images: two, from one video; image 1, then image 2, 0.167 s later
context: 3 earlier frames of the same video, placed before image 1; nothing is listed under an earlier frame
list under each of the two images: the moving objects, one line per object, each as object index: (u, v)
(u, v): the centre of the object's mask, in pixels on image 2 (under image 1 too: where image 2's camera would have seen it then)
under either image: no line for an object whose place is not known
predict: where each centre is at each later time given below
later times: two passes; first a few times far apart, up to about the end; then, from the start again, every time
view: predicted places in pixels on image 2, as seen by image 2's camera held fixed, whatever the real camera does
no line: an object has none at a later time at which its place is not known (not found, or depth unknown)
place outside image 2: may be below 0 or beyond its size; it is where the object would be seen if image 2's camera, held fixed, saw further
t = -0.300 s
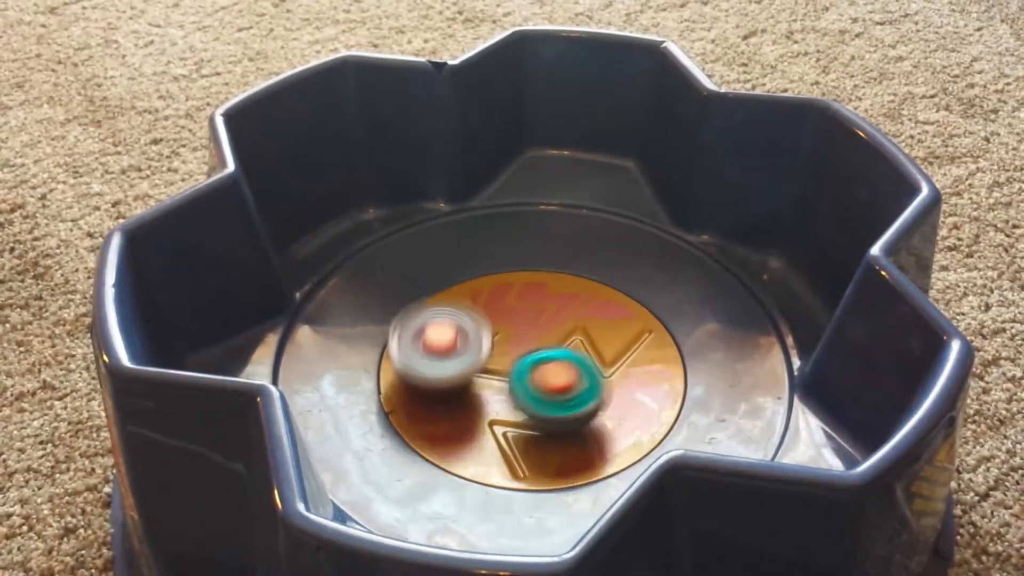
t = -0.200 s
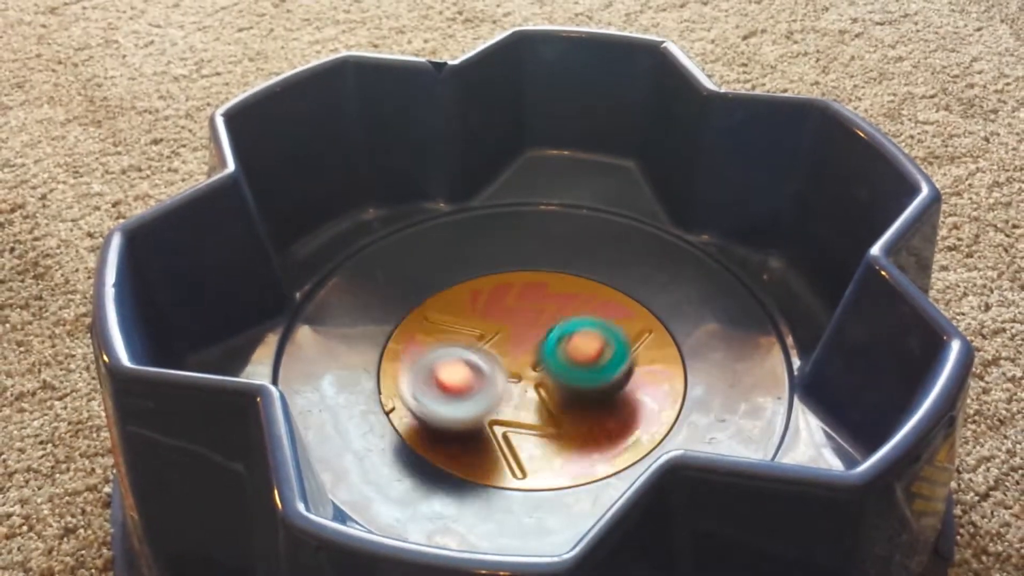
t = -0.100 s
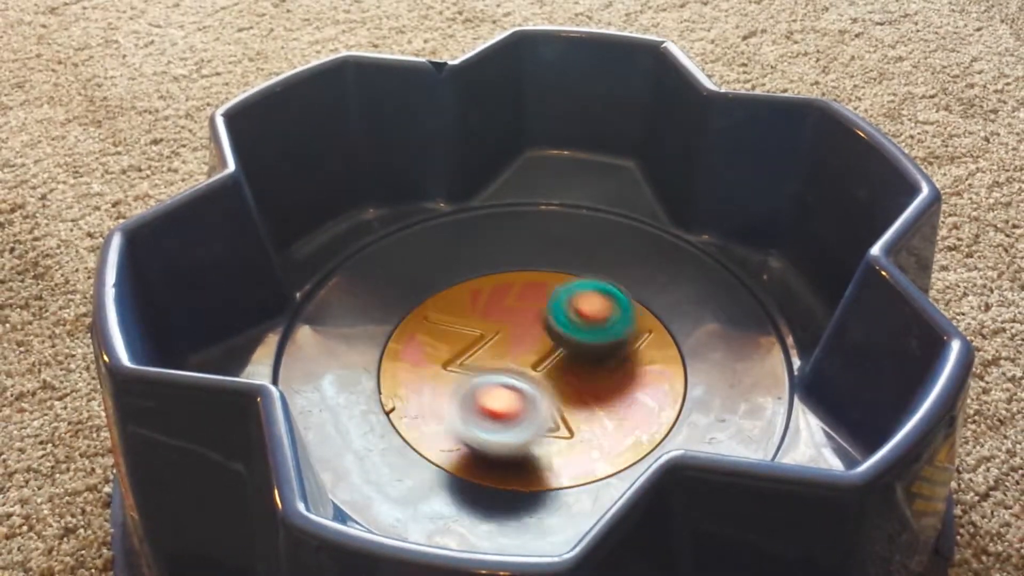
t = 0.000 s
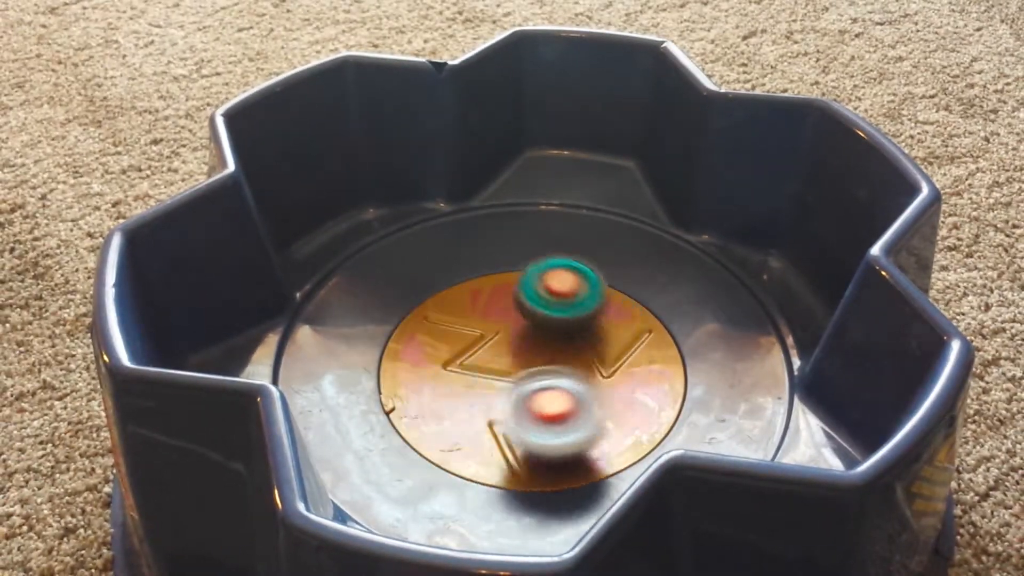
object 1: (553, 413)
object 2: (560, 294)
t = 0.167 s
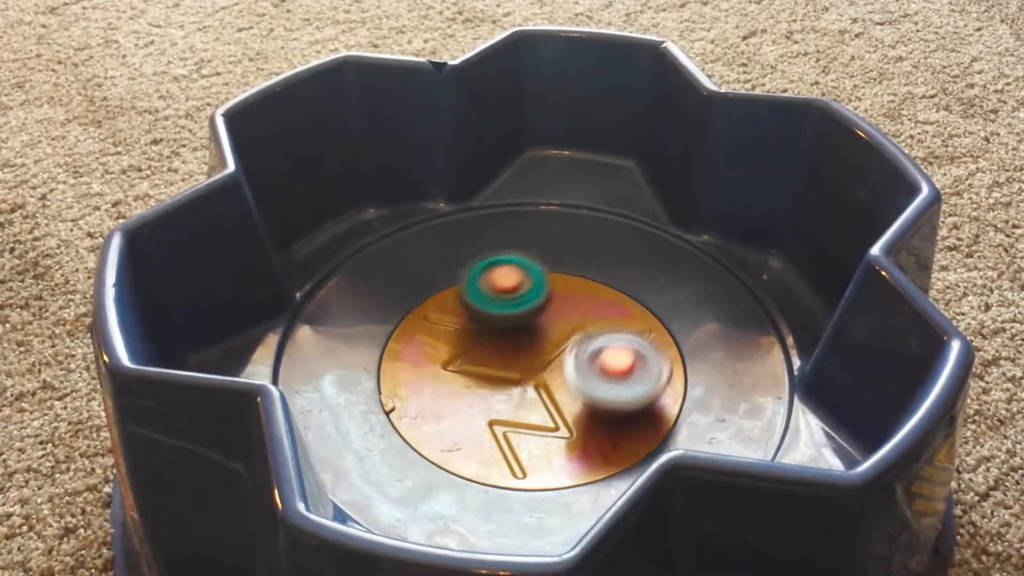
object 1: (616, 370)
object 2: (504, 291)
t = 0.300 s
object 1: (610, 320)
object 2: (486, 320)
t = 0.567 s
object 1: (526, 263)
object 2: (512, 352)
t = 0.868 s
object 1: (410, 320)
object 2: (576, 361)
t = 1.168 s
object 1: (534, 401)
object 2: (606, 345)
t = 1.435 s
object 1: (526, 503)
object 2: (745, 334)
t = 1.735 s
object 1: (650, 437)
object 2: (630, 348)
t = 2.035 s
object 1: (633, 340)
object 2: (545, 405)
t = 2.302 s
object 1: (496, 297)
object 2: (526, 423)
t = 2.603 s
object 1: (379, 342)
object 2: (482, 372)
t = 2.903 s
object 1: (296, 357)
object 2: (524, 355)
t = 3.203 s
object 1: (347, 362)
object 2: (453, 341)
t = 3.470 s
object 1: (439, 349)
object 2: (594, 331)
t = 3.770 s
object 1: (497, 312)
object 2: (592, 272)
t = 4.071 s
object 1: (442, 351)
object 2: (598, 231)
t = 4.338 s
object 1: (546, 361)
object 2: (614, 245)
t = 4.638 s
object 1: (545, 371)
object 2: (645, 224)
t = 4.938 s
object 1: (528, 474)
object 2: (494, 356)
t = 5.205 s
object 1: (608, 460)
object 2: (495, 407)
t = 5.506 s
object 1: (623, 366)
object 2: (510, 394)
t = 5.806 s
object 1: (633, 234)
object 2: (361, 428)
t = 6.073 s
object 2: (326, 410)
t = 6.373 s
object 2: (308, 372)
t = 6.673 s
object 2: (341, 342)
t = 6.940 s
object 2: (408, 332)
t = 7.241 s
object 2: (491, 319)
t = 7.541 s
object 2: (529, 308)
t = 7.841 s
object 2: (542, 268)
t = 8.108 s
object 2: (558, 288)
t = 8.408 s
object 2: (607, 349)
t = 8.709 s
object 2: (653, 359)
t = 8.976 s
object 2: (630, 359)
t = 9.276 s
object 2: (556, 378)
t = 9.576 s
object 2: (562, 400)
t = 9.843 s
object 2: (501, 396)
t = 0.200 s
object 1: (619, 357)
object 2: (497, 296)
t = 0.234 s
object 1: (619, 344)
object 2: (490, 305)
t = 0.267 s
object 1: (615, 333)
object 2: (485, 314)
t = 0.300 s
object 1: (610, 320)
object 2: (486, 320)
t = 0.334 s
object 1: (601, 310)
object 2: (489, 322)
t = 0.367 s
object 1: (592, 299)
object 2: (490, 327)
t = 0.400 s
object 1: (592, 288)
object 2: (483, 336)
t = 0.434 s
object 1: (584, 278)
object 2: (483, 344)
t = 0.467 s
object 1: (572, 272)
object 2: (485, 350)
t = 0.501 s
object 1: (558, 267)
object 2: (495, 350)
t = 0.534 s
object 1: (542, 265)
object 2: (503, 351)
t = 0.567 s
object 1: (526, 263)
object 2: (512, 352)
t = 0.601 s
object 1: (511, 266)
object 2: (519, 351)
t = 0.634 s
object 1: (495, 268)
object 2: (522, 349)
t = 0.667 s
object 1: (481, 274)
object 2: (524, 347)
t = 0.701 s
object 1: (466, 279)
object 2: (529, 348)
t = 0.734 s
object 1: (448, 280)
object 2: (542, 358)
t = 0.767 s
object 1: (433, 285)
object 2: (550, 363)
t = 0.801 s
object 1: (422, 295)
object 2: (558, 364)
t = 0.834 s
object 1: (414, 306)
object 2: (567, 361)
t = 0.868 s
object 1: (410, 320)
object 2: (576, 361)
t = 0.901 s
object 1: (409, 333)
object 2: (586, 361)
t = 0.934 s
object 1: (412, 347)
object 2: (595, 357)
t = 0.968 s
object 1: (419, 360)
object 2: (601, 351)
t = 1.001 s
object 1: (431, 373)
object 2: (609, 347)
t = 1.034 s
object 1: (445, 384)
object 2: (613, 339)
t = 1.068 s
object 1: (465, 392)
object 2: (614, 337)
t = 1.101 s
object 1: (490, 398)
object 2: (614, 341)
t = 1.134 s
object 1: (511, 402)
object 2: (609, 346)
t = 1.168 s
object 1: (534, 401)
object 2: (606, 345)
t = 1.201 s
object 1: (524, 421)
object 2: (625, 326)
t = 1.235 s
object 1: (454, 473)
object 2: (669, 272)
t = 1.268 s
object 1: (415, 490)
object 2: (709, 236)
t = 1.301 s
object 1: (427, 486)
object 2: (735, 246)
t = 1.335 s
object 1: (452, 486)
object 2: (759, 286)
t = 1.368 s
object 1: (478, 506)
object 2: (773, 318)
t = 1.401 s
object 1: (504, 504)
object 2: (766, 324)
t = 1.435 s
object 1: (526, 503)
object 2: (745, 334)
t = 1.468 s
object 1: (548, 497)
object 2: (730, 337)
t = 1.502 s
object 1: (566, 489)
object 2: (721, 340)
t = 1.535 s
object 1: (581, 483)
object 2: (713, 342)
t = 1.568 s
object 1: (594, 477)
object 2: (704, 343)
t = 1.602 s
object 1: (607, 471)
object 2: (692, 344)
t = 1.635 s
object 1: (621, 462)
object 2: (680, 344)
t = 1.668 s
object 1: (635, 451)
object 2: (664, 343)
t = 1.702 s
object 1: (641, 444)
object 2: (647, 345)
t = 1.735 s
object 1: (650, 437)
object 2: (630, 348)
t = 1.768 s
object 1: (662, 430)
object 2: (613, 352)
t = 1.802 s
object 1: (669, 425)
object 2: (597, 358)
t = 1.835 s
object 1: (673, 416)
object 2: (581, 364)
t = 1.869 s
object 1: (673, 406)
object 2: (568, 372)
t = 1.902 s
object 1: (670, 395)
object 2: (555, 382)
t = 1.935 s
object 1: (664, 378)
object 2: (550, 388)
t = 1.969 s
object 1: (656, 364)
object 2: (548, 396)
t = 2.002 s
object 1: (646, 351)
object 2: (544, 404)
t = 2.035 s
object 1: (633, 340)
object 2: (545, 405)
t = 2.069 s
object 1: (620, 330)
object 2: (551, 406)
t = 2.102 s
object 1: (603, 321)
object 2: (555, 408)
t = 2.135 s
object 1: (585, 312)
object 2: (555, 409)
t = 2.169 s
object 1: (569, 307)
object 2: (550, 411)
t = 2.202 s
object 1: (552, 303)
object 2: (542, 414)
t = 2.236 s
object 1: (533, 300)
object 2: (537, 417)
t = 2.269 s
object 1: (515, 298)
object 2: (531, 420)
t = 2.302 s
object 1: (496, 297)
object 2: (526, 423)
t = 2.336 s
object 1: (474, 297)
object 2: (523, 424)
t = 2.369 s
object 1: (454, 297)
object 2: (520, 425)
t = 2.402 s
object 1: (438, 299)
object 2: (514, 421)
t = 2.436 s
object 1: (424, 304)
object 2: (504, 412)
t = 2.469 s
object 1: (412, 311)
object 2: (495, 397)
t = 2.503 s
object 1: (401, 316)
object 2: (495, 385)
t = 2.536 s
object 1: (391, 325)
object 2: (493, 378)
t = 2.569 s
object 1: (383, 333)
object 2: (488, 373)
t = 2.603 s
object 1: (379, 342)
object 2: (482, 372)
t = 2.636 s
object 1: (356, 344)
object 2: (495, 375)
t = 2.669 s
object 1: (333, 345)
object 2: (516, 380)
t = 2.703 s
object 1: (317, 348)
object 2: (530, 380)
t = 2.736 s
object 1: (306, 350)
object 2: (536, 377)
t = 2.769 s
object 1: (297, 352)
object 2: (538, 372)
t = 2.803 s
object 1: (291, 353)
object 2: (536, 367)
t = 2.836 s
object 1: (291, 354)
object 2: (532, 362)
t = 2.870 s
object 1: (295, 356)
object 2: (528, 359)
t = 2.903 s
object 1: (296, 357)
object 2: (524, 355)
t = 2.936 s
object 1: (296, 358)
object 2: (519, 348)
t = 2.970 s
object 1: (297, 358)
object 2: (509, 342)
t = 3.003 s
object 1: (299, 359)
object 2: (499, 339)
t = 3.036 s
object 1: (303, 360)
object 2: (490, 339)
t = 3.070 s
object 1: (309, 361)
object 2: (482, 339)
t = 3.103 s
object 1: (316, 361)
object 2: (471, 338)
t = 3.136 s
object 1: (324, 362)
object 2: (457, 339)
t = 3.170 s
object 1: (335, 363)
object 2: (449, 340)
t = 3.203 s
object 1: (347, 362)
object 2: (453, 341)
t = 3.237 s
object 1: (360, 362)
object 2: (466, 342)
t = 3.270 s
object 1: (375, 361)
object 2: (481, 344)
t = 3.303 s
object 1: (389, 358)
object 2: (496, 347)
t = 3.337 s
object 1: (406, 357)
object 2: (513, 350)
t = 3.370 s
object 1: (421, 355)
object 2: (533, 345)
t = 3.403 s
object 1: (422, 354)
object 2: (562, 342)
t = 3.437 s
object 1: (429, 351)
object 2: (582, 338)
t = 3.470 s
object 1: (439, 349)
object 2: (594, 331)
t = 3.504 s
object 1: (448, 347)
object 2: (598, 324)
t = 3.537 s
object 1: (458, 342)
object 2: (593, 319)
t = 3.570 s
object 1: (471, 338)
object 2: (590, 313)
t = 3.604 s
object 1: (485, 334)
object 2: (587, 309)
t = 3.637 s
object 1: (489, 331)
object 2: (587, 303)
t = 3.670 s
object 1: (486, 328)
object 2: (595, 297)
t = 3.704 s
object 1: (487, 324)
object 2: (598, 290)
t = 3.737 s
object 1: (491, 319)
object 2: (597, 281)
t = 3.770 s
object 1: (497, 312)
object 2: (592, 272)
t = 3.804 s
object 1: (503, 303)
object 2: (583, 258)
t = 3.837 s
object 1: (487, 302)
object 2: (587, 244)
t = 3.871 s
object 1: (455, 312)
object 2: (612, 220)
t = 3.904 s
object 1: (434, 318)
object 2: (628, 193)
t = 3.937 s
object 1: (426, 323)
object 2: (628, 186)
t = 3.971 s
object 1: (425, 330)
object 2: (627, 191)
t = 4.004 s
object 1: (427, 337)
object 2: (619, 208)
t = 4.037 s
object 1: (434, 345)
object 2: (606, 220)
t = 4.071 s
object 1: (442, 351)
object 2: (598, 231)
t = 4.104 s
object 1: (453, 357)
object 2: (592, 239)
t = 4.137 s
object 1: (463, 361)
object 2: (589, 245)
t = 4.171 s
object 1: (477, 365)
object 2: (590, 248)
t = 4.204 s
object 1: (491, 366)
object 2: (593, 249)
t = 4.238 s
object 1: (505, 367)
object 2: (598, 248)
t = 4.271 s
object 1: (518, 365)
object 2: (603, 246)
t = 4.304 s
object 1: (533, 363)
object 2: (608, 245)
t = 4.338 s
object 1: (546, 361)
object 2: (614, 245)
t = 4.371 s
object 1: (557, 358)
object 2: (618, 245)
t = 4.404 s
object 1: (568, 353)
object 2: (622, 246)
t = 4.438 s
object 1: (577, 346)
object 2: (626, 246)
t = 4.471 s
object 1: (585, 339)
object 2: (628, 248)
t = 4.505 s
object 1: (592, 332)
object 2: (632, 249)
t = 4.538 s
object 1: (599, 327)
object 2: (634, 250)
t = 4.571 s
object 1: (602, 323)
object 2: (637, 251)
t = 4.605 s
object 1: (580, 340)
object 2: (647, 242)
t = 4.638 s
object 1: (545, 371)
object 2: (645, 224)
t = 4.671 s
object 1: (515, 397)
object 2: (618, 231)
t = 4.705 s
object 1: (497, 416)
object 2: (590, 240)
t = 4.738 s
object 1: (483, 432)
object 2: (565, 253)
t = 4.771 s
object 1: (476, 443)
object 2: (544, 264)
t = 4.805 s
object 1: (480, 450)
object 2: (526, 283)
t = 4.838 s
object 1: (491, 459)
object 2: (513, 300)
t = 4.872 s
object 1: (503, 464)
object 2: (502, 322)
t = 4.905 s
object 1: (516, 469)
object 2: (496, 337)
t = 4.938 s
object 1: (528, 474)
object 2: (494, 356)
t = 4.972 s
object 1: (539, 478)
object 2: (494, 372)
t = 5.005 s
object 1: (551, 482)
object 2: (498, 391)
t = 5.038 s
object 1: (560, 482)
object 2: (500, 405)
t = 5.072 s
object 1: (568, 480)
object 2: (498, 414)
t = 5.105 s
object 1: (577, 477)
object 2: (499, 416)
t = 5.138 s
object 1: (586, 472)
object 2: (500, 416)
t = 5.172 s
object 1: (596, 468)
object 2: (497, 413)
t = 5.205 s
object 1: (608, 460)
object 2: (495, 407)
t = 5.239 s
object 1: (614, 452)
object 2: (492, 401)
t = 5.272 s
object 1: (621, 445)
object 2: (494, 395)
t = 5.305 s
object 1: (627, 436)
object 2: (493, 396)
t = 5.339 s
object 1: (632, 427)
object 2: (495, 400)
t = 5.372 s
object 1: (636, 416)
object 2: (502, 400)
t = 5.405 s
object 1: (635, 403)
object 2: (508, 397)
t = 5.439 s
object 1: (631, 392)
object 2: (512, 396)
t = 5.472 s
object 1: (624, 381)
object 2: (514, 397)
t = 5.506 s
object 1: (623, 366)
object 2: (510, 394)
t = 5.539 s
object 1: (650, 347)
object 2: (482, 389)
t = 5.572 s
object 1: (668, 329)
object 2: (456, 389)
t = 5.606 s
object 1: (675, 311)
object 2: (436, 387)
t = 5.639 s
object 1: (671, 294)
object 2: (420, 389)
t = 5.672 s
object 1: (663, 279)
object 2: (406, 395)
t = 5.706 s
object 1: (656, 265)
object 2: (395, 402)
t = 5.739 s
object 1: (648, 253)
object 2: (385, 410)
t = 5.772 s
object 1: (640, 244)
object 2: (374, 419)
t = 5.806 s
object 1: (633, 234)
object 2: (361, 428)
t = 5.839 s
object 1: (624, 227)
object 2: (352, 434)
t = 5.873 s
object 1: (615, 218)
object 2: (348, 435)
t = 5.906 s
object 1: (605, 211)
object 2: (347, 428)
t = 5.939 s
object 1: (596, 204)
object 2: (343, 421)
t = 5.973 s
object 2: (338, 417)
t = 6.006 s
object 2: (334, 415)
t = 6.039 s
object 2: (330, 413)
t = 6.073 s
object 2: (326, 410)
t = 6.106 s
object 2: (323, 407)
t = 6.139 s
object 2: (319, 402)
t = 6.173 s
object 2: (316, 398)
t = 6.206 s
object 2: (313, 393)
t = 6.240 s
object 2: (310, 388)
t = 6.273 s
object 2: (308, 384)
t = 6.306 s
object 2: (308, 380)
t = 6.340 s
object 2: (308, 376)
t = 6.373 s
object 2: (308, 372)
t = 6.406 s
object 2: (310, 369)
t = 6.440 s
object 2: (314, 365)
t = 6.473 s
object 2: (318, 361)
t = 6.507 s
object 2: (325, 356)
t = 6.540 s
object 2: (332, 351)
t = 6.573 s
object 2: (340, 346)
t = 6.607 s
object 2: (348, 343)
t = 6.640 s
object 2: (343, 341)
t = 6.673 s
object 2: (341, 342)
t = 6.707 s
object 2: (346, 340)
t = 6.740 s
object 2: (354, 339)
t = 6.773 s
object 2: (362, 337)
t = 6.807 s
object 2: (371, 335)
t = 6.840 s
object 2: (380, 333)
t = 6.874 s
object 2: (388, 332)
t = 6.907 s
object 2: (397, 332)
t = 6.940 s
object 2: (408, 332)
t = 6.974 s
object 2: (420, 332)
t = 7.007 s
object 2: (432, 330)
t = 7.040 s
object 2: (445, 328)
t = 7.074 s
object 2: (459, 326)
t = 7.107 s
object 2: (470, 322)
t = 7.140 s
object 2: (479, 320)
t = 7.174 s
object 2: (484, 323)
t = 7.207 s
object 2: (487, 321)
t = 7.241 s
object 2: (491, 319)
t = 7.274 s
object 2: (495, 314)
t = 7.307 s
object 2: (498, 309)
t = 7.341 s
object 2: (496, 308)
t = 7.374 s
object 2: (490, 310)
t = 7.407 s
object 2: (488, 312)
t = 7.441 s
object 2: (496, 313)
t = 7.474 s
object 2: (504, 310)
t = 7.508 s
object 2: (516, 308)
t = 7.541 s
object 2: (529, 308)
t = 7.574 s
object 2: (540, 306)
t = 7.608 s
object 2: (540, 294)
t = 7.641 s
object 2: (538, 281)
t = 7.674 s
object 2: (537, 276)
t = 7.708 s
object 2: (538, 272)
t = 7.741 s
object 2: (539, 272)
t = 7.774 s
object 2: (540, 269)
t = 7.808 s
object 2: (541, 268)
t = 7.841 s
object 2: (542, 268)
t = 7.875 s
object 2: (544, 268)
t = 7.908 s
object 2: (545, 269)
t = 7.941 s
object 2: (547, 270)
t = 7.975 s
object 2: (548, 273)
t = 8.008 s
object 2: (551, 277)
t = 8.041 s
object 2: (553, 281)
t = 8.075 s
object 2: (555, 284)
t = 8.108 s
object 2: (558, 288)
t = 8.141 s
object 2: (562, 293)
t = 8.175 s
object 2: (566, 299)
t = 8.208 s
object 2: (571, 305)
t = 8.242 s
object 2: (576, 313)
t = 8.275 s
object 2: (577, 317)
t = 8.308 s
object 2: (582, 320)
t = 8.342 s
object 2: (590, 329)
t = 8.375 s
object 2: (600, 338)
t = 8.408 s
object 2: (607, 349)
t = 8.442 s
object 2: (613, 353)
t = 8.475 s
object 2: (618, 355)
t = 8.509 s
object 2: (624, 357)
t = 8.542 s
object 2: (631, 358)
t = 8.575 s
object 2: (637, 360)
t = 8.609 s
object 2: (642, 360)
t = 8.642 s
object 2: (647, 360)
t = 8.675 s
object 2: (650, 359)
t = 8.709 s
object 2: (653, 359)
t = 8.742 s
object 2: (654, 359)
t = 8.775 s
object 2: (654, 359)
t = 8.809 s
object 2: (653, 358)
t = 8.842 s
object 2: (651, 358)
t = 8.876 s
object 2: (647, 358)
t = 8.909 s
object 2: (641, 358)
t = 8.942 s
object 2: (636, 359)
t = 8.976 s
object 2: (630, 359)
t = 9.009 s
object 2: (623, 360)
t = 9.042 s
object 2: (616, 362)
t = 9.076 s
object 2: (608, 364)
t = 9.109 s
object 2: (600, 366)
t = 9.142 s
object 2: (589, 369)
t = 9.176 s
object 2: (581, 371)
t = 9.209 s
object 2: (573, 373)
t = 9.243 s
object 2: (565, 376)
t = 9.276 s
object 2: (556, 378)
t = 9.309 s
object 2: (549, 377)
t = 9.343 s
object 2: (548, 376)
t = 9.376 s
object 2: (549, 377)
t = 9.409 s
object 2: (551, 380)
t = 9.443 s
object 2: (556, 384)
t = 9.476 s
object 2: (562, 392)
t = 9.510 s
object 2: (568, 398)
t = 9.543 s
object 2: (564, 401)
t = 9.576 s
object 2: (562, 400)
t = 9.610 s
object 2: (560, 402)
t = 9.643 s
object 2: (556, 402)
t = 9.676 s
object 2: (551, 401)
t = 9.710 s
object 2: (543, 401)
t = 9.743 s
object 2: (534, 400)
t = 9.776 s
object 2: (524, 399)
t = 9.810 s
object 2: (512, 397)
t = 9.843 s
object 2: (501, 396)
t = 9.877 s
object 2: (501, 395)
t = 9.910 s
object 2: (502, 396)
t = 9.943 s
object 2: (501, 396)
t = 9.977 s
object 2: (501, 396)
